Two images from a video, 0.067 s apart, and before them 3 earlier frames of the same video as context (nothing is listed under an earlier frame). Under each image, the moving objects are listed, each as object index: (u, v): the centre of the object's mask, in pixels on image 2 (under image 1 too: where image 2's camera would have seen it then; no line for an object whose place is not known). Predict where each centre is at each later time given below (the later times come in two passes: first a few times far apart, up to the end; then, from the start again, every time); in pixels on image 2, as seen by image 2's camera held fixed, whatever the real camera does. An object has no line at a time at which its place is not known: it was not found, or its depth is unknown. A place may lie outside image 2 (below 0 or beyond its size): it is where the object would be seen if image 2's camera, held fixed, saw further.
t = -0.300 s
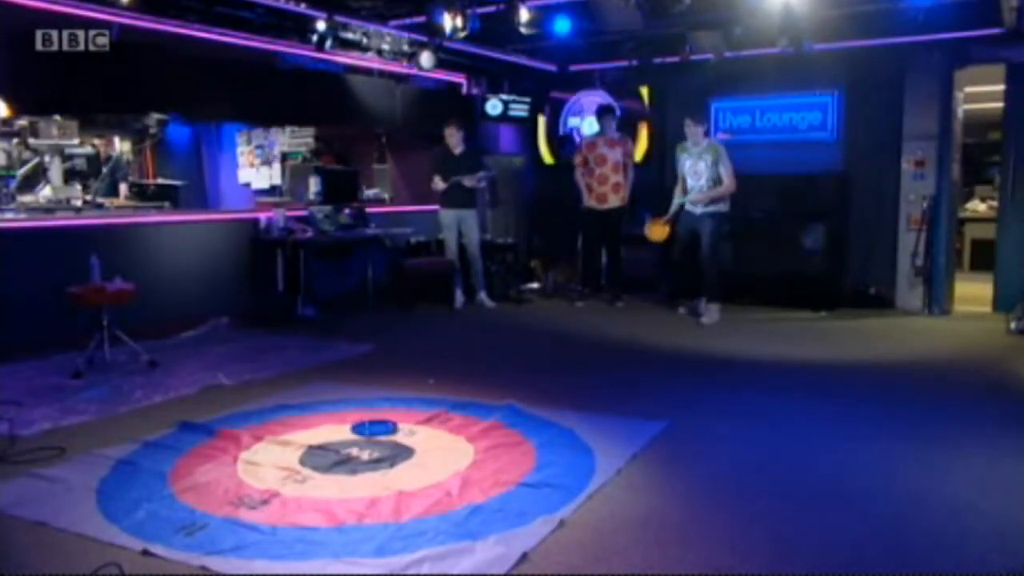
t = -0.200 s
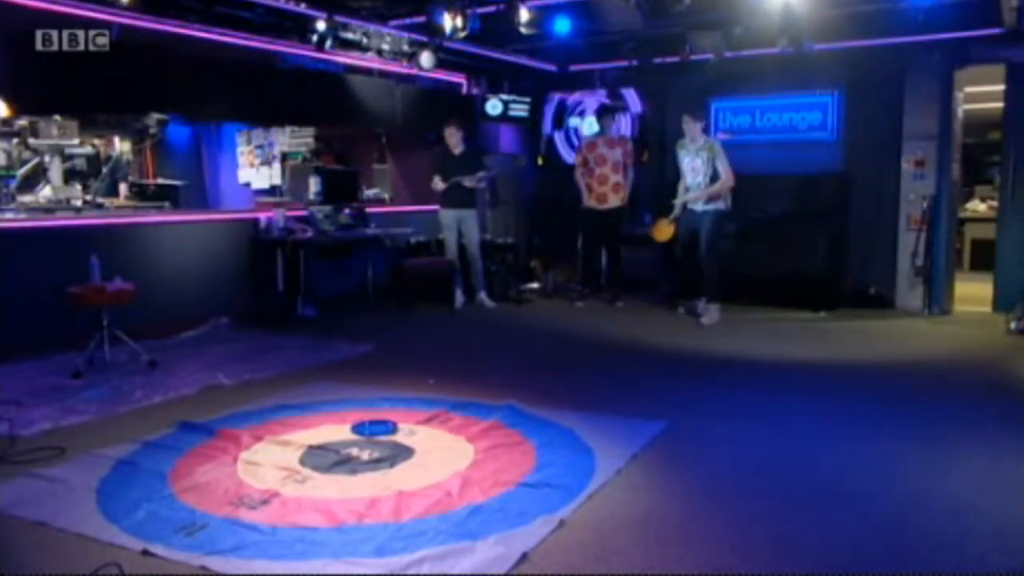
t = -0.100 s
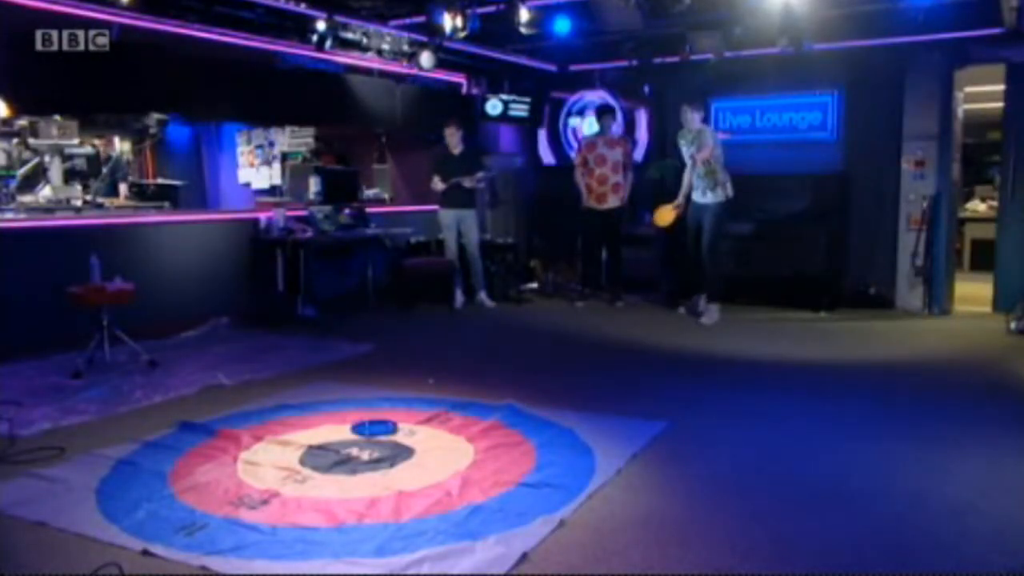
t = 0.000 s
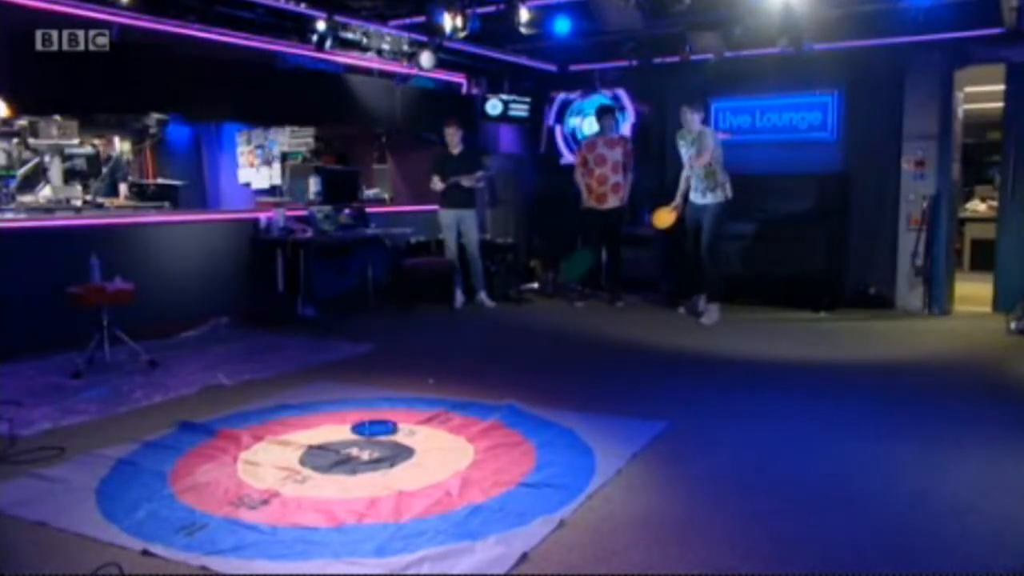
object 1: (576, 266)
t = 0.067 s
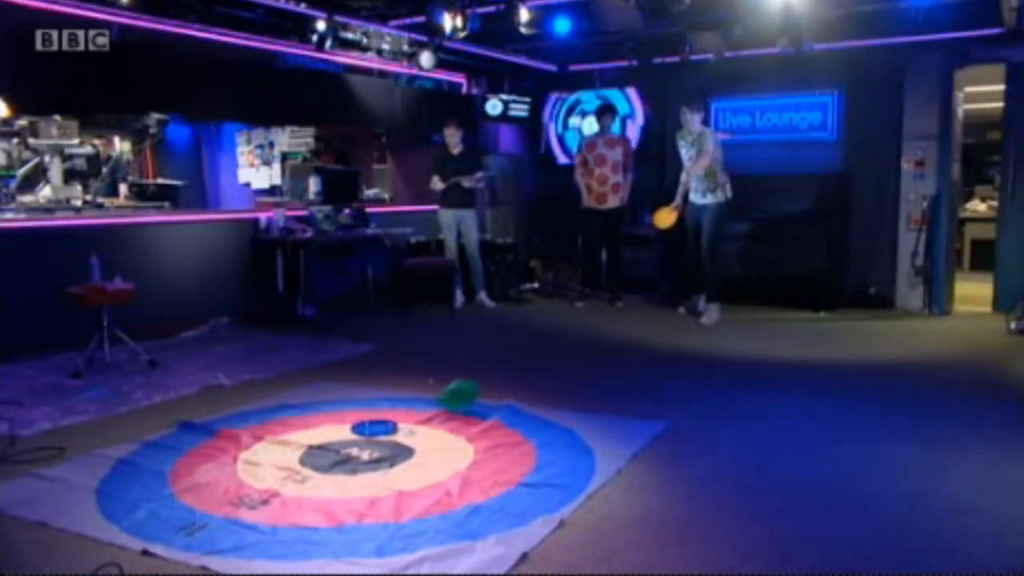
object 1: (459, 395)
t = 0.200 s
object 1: (320, 414)
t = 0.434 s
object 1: (268, 440)
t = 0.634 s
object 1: (268, 440)
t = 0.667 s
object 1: (268, 440)
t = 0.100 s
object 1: (397, 391)
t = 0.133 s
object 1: (358, 406)
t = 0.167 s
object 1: (341, 397)
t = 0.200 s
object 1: (320, 414)
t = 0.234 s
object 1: (305, 419)
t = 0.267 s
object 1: (288, 424)
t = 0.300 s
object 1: (274, 430)
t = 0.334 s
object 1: (264, 434)
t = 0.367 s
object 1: (268, 439)
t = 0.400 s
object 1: (268, 440)
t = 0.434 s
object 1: (268, 440)
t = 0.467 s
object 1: (268, 440)
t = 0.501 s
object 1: (268, 440)
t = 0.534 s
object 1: (268, 440)
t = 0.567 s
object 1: (268, 440)
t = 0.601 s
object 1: (268, 440)
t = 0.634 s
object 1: (268, 440)
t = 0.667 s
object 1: (268, 440)
